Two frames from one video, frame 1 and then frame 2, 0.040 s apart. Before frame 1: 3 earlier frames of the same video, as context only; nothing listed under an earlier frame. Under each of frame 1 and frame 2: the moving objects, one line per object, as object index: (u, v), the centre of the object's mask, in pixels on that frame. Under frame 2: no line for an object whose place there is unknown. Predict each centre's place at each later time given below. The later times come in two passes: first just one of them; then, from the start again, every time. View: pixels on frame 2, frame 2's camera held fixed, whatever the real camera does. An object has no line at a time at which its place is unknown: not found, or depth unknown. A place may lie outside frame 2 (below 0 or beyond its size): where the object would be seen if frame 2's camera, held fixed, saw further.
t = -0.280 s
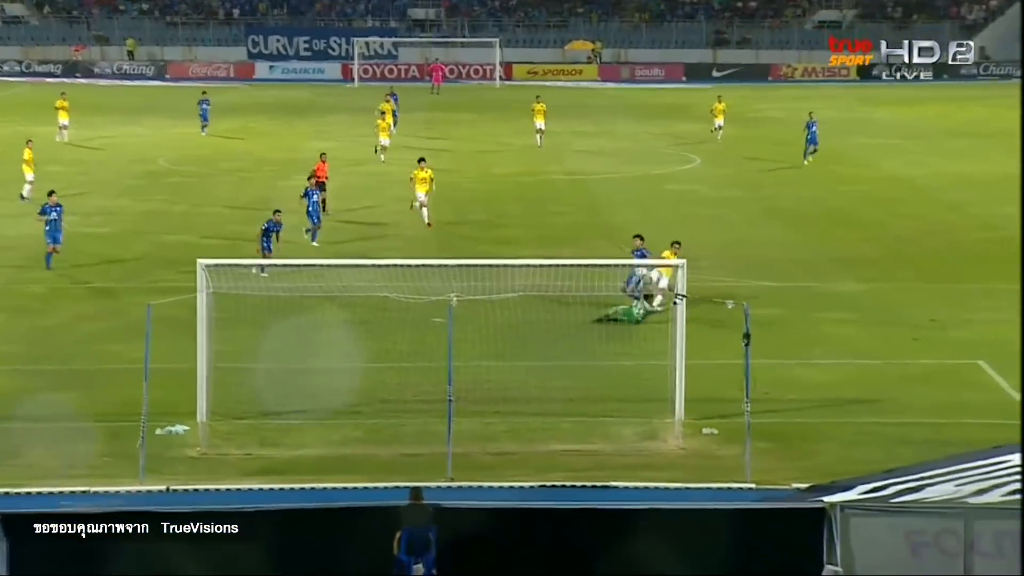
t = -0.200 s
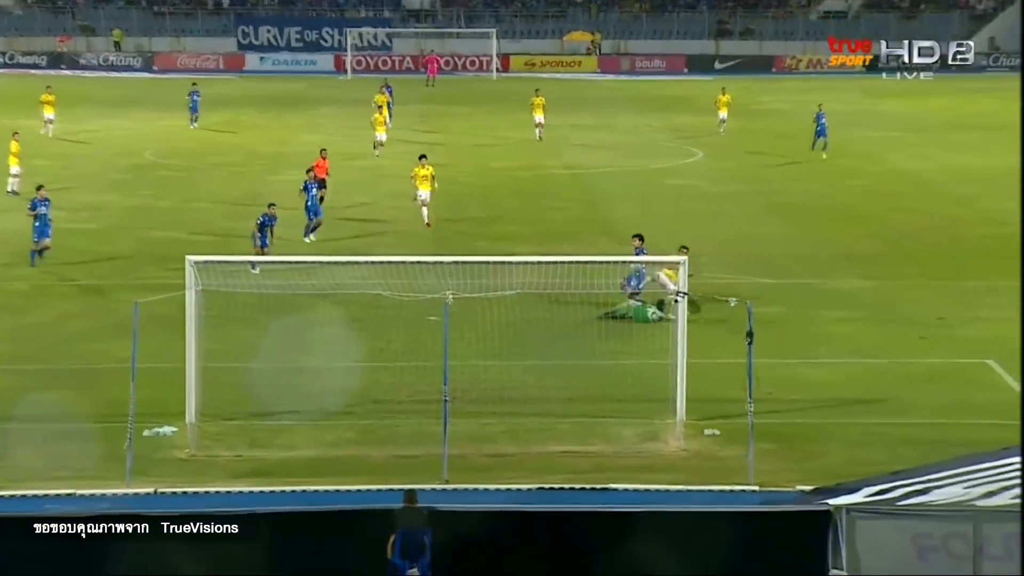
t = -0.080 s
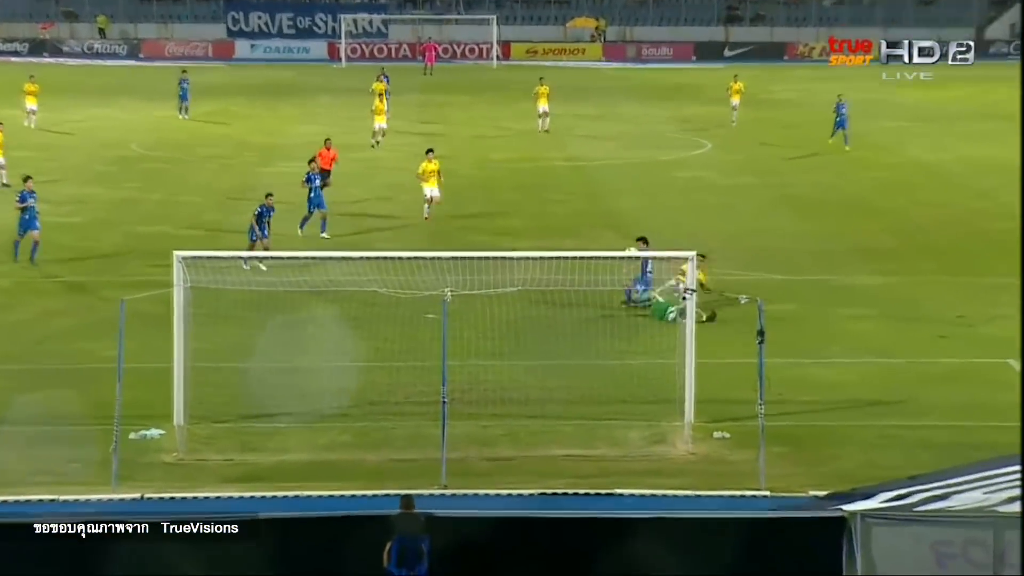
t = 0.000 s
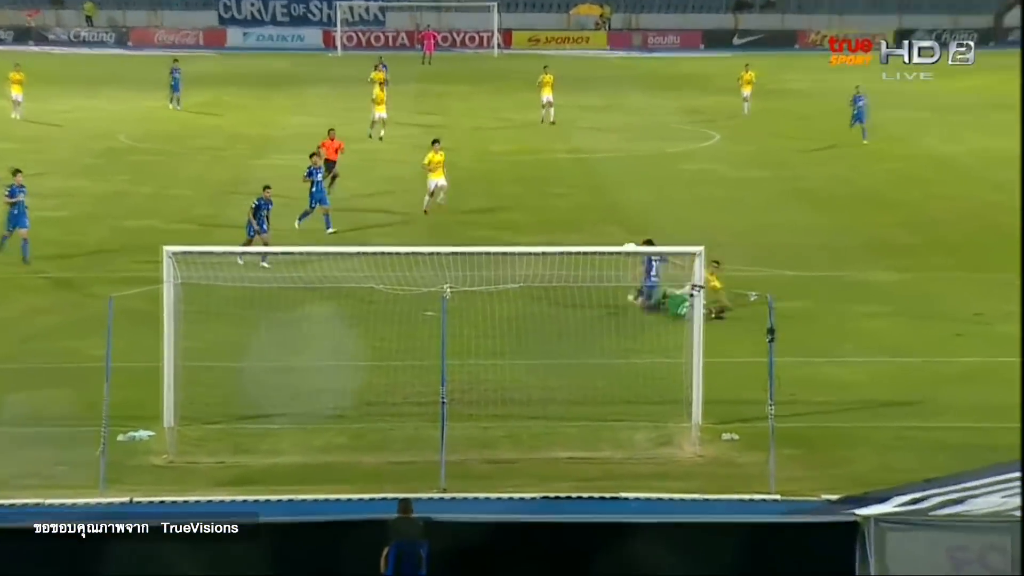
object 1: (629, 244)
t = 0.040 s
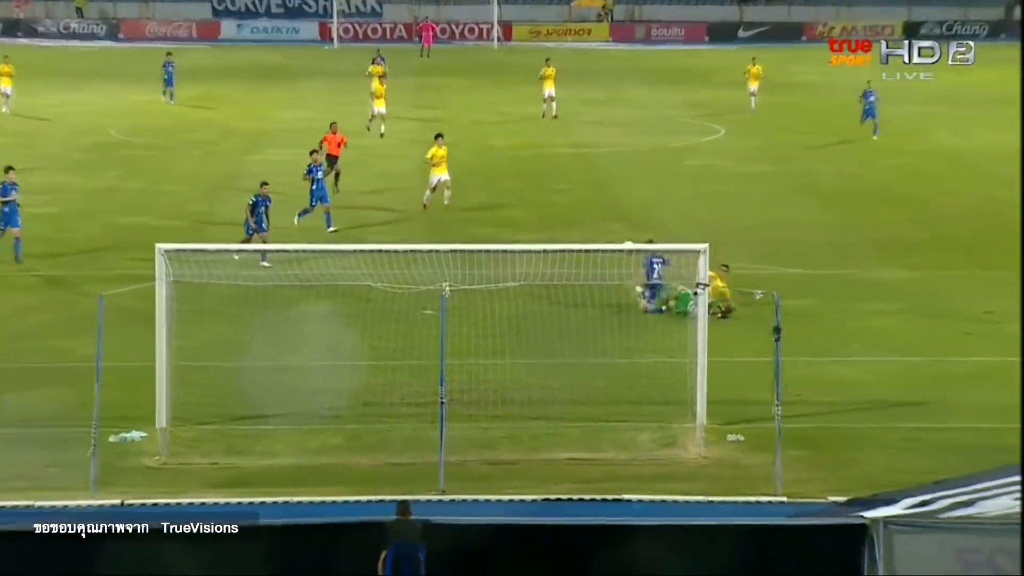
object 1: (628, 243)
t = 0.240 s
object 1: (608, 265)
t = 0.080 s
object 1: (625, 250)
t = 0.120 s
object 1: (618, 255)
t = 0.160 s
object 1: (616, 256)
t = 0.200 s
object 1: (611, 260)
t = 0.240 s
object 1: (608, 265)
